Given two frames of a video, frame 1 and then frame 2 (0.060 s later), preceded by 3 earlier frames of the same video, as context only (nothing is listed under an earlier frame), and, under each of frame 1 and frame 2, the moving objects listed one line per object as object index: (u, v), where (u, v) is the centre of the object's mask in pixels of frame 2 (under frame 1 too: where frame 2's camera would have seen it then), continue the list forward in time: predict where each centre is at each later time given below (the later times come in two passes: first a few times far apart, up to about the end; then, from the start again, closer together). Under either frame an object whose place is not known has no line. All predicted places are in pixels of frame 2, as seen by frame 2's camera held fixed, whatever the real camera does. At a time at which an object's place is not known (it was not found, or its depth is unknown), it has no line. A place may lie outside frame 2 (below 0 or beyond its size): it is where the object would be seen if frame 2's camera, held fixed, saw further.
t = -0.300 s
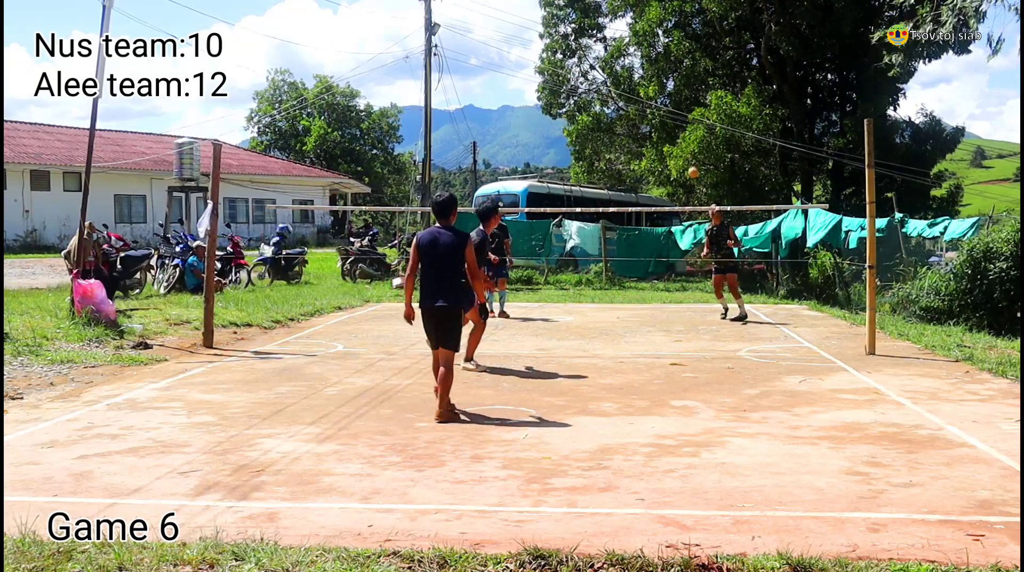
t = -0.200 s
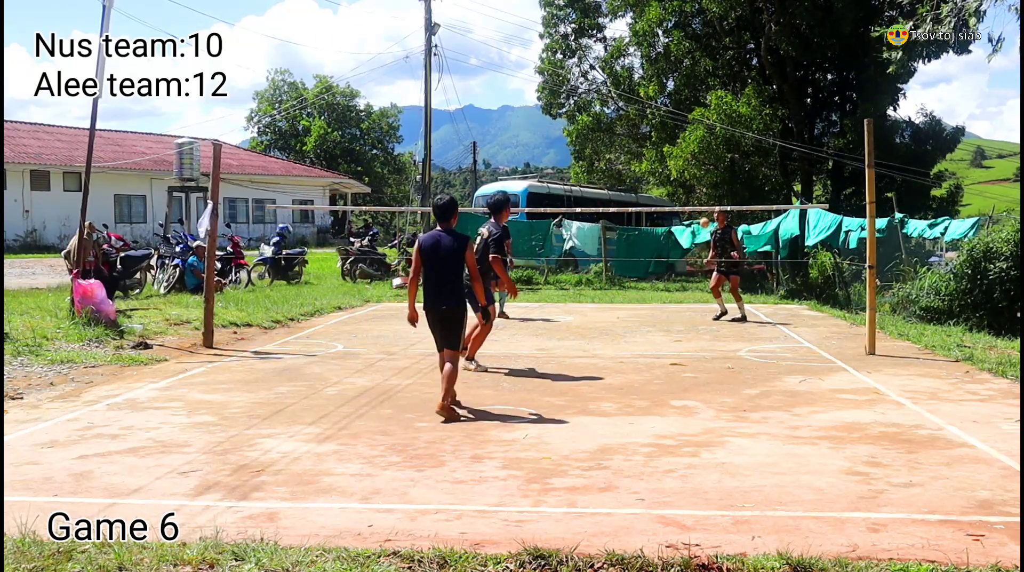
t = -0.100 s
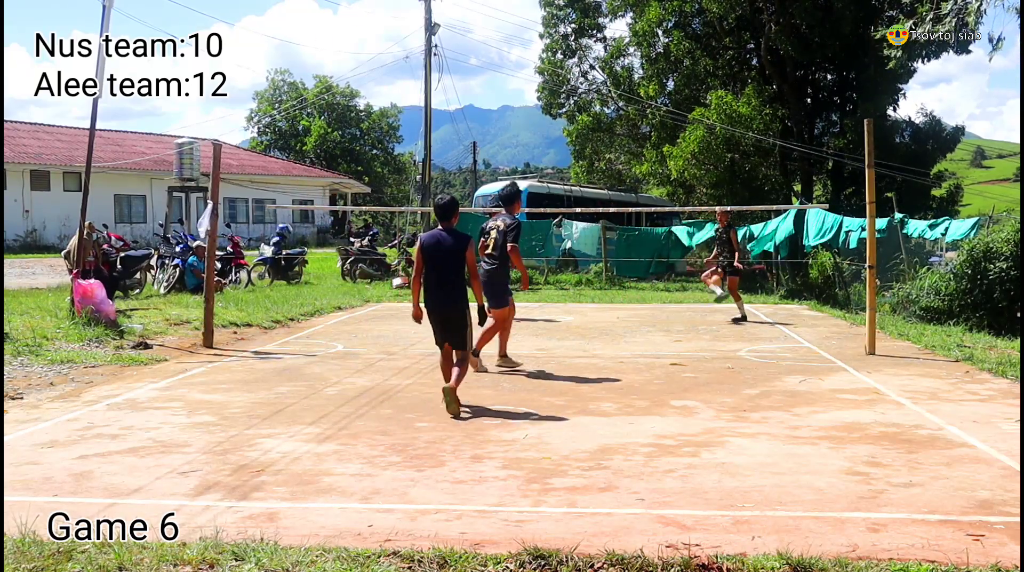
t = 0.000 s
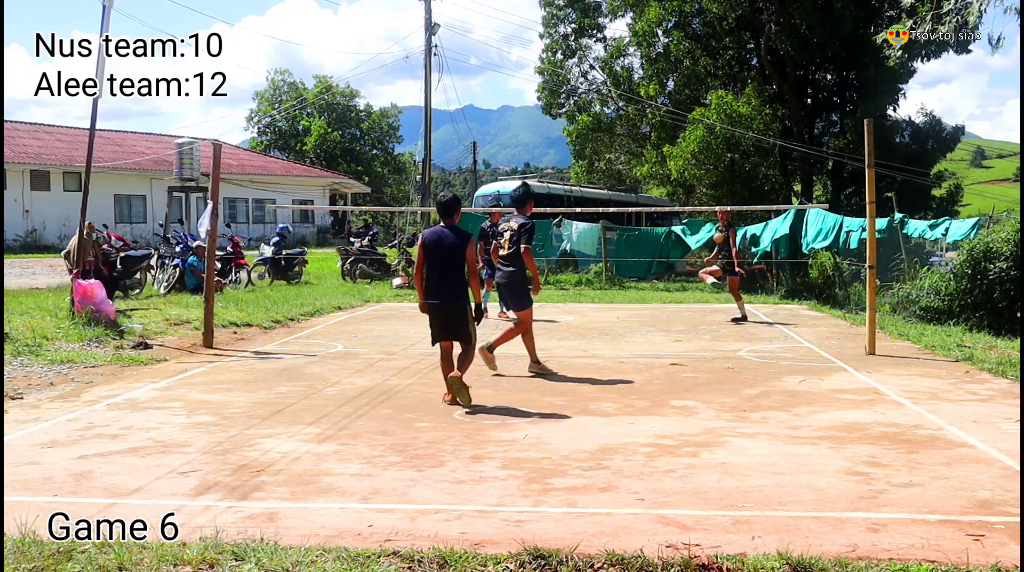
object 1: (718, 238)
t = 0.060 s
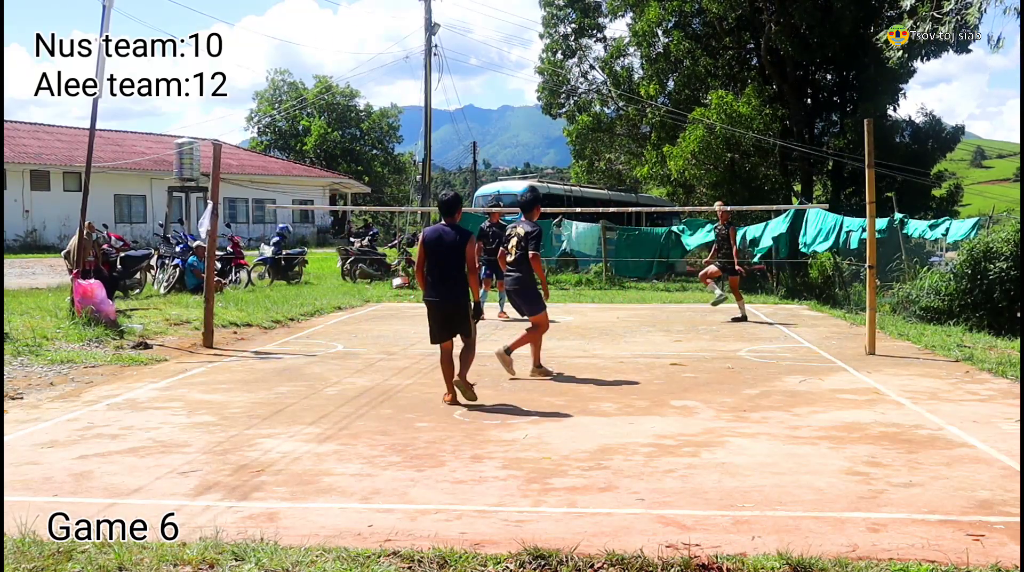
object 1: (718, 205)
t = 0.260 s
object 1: (721, 122)
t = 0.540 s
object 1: (723, 54)
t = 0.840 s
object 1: (724, 45)
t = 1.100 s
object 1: (723, 91)
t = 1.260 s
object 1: (722, 144)
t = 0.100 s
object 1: (719, 187)
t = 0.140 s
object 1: (720, 169)
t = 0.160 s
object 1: (720, 160)
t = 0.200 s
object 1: (720, 144)
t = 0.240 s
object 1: (720, 129)
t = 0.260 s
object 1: (721, 122)
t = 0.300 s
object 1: (721, 109)
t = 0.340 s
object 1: (722, 96)
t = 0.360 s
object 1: (721, 91)
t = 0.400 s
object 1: (722, 80)
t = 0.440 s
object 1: (722, 71)
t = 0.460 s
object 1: (722, 67)
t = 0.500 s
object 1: (723, 59)
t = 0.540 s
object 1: (723, 54)
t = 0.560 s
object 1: (723, 51)
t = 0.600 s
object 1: (723, 46)
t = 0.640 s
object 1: (724, 43)
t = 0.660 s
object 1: (724, 42)
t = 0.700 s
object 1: (724, 41)
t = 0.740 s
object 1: (724, 41)
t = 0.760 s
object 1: (724, 41)
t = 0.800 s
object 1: (724, 42)
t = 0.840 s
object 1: (724, 45)
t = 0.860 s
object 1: (724, 47)
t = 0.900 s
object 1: (724, 52)
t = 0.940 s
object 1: (724, 57)
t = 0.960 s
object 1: (724, 60)
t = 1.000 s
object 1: (723, 67)
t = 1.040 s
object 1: (723, 76)
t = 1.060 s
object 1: (723, 81)
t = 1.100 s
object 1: (723, 91)
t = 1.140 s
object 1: (723, 103)
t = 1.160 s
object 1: (723, 109)
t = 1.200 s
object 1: (722, 122)
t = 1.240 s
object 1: (722, 136)
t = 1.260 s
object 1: (722, 144)
